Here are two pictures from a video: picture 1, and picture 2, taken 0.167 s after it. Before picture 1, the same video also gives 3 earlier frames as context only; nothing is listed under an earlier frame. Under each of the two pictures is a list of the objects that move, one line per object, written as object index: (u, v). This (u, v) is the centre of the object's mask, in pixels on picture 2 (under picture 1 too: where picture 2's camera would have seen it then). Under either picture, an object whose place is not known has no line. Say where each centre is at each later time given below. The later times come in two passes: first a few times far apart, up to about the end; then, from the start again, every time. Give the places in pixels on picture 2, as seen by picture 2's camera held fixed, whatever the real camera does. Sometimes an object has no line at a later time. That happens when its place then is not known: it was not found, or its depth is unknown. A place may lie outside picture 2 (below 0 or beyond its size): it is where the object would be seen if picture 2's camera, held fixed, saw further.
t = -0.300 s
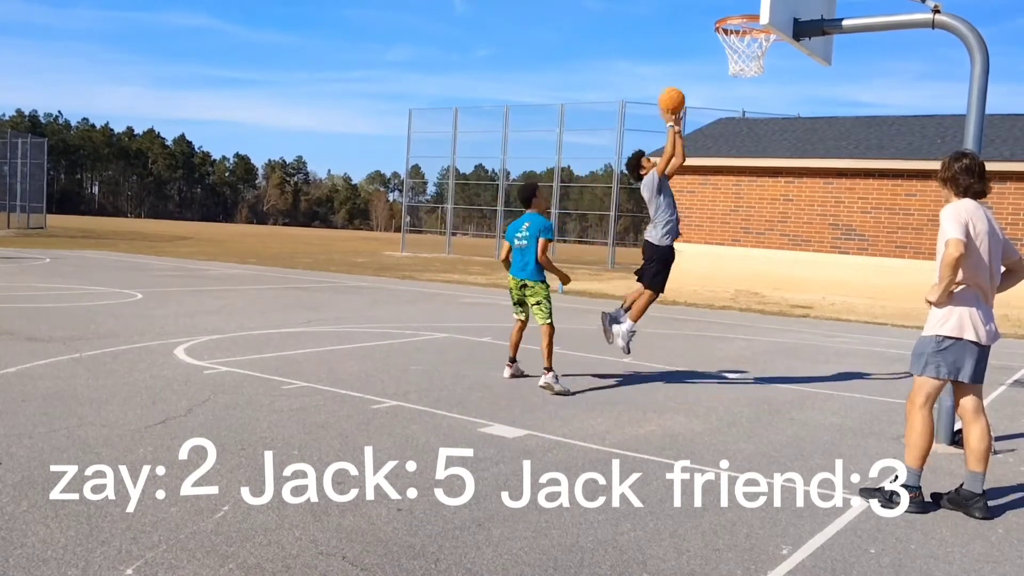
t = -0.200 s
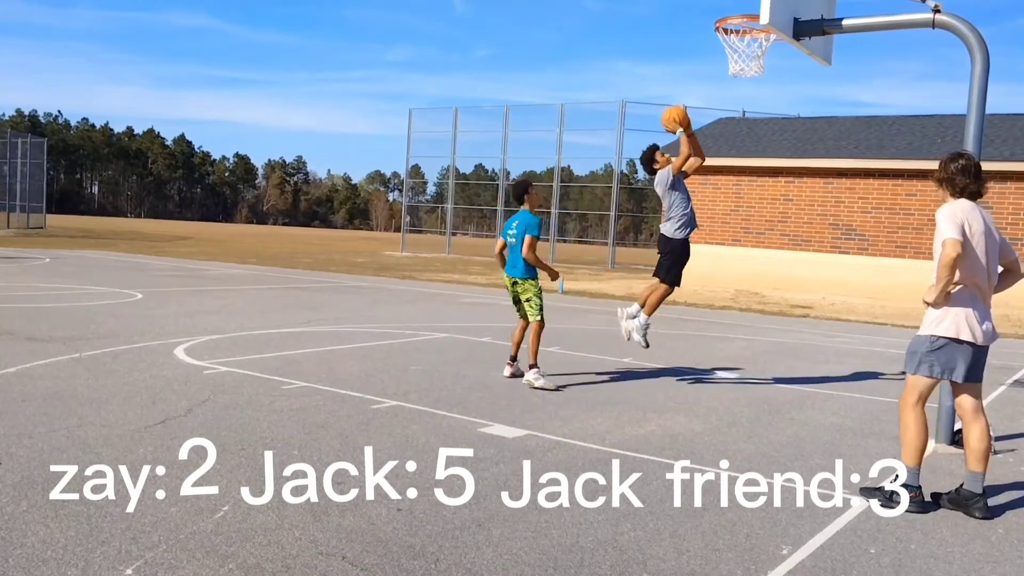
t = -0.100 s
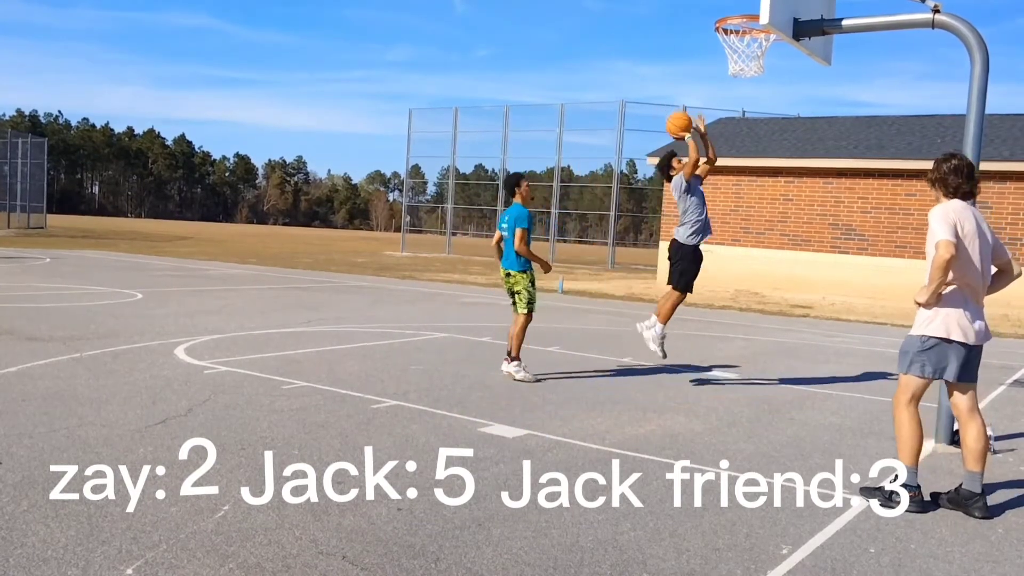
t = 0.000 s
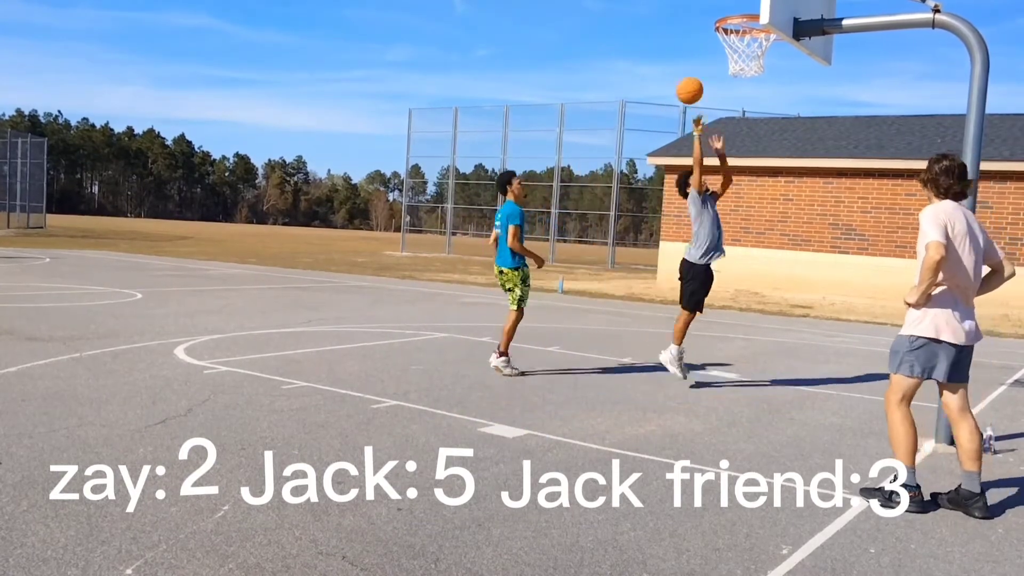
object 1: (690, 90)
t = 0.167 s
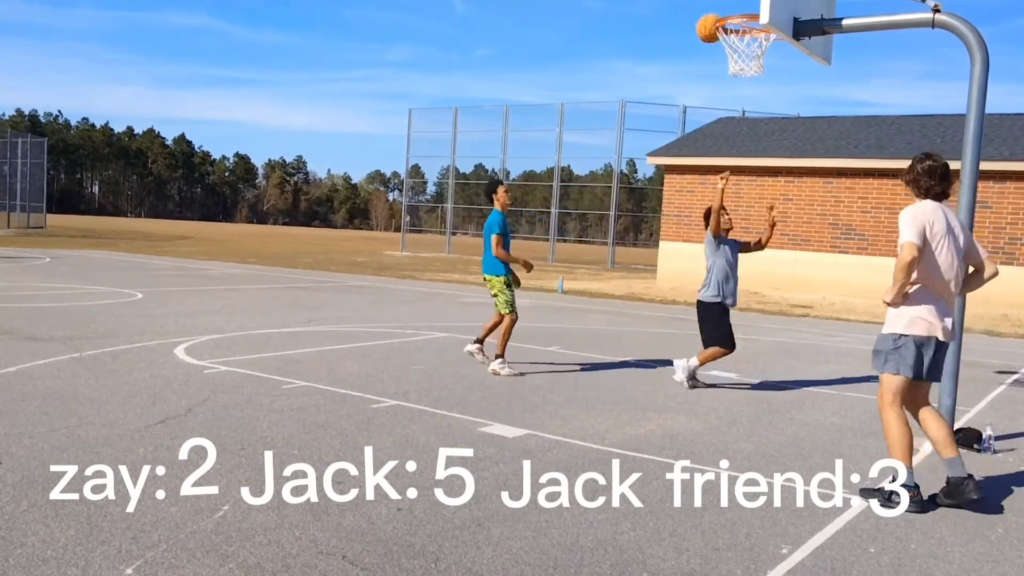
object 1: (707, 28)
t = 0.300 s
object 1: (727, 6)
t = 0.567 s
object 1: (751, 7)
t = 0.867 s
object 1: (735, 66)
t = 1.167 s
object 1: (719, 162)
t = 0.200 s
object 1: (712, 17)
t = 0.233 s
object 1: (718, 11)
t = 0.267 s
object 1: (723, 8)
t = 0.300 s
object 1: (727, 6)
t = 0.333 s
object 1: (731, 5)
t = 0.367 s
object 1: (734, 4)
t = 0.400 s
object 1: (738, 3)
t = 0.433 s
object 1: (742, 3)
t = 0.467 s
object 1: (746, 4)
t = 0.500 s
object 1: (748, 6)
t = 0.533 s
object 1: (749, 7)
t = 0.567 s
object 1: (751, 7)
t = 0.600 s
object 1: (754, 8)
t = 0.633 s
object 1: (756, 30)
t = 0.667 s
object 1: (754, 36)
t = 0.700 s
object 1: (750, 41)
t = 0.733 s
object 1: (745, 50)
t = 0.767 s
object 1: (741, 58)
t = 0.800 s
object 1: (738, 60)
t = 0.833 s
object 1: (736, 63)
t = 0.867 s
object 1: (735, 66)
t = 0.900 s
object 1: (733, 75)
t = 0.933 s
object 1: (732, 79)
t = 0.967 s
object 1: (731, 87)
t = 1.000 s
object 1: (729, 96)
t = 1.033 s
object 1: (728, 108)
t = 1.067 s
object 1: (725, 119)
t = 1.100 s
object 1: (723, 132)
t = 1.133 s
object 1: (721, 147)
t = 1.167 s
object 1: (719, 162)
